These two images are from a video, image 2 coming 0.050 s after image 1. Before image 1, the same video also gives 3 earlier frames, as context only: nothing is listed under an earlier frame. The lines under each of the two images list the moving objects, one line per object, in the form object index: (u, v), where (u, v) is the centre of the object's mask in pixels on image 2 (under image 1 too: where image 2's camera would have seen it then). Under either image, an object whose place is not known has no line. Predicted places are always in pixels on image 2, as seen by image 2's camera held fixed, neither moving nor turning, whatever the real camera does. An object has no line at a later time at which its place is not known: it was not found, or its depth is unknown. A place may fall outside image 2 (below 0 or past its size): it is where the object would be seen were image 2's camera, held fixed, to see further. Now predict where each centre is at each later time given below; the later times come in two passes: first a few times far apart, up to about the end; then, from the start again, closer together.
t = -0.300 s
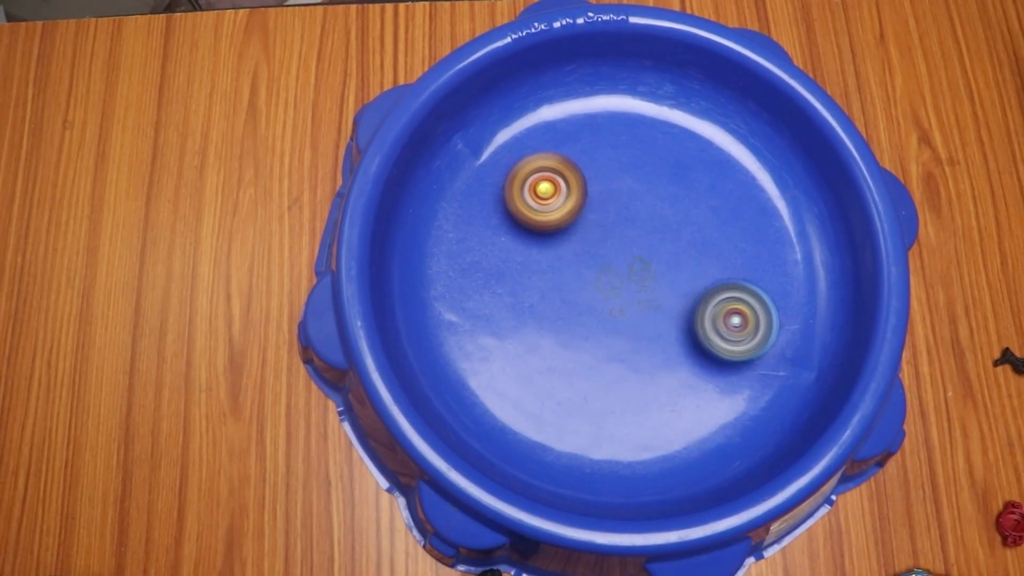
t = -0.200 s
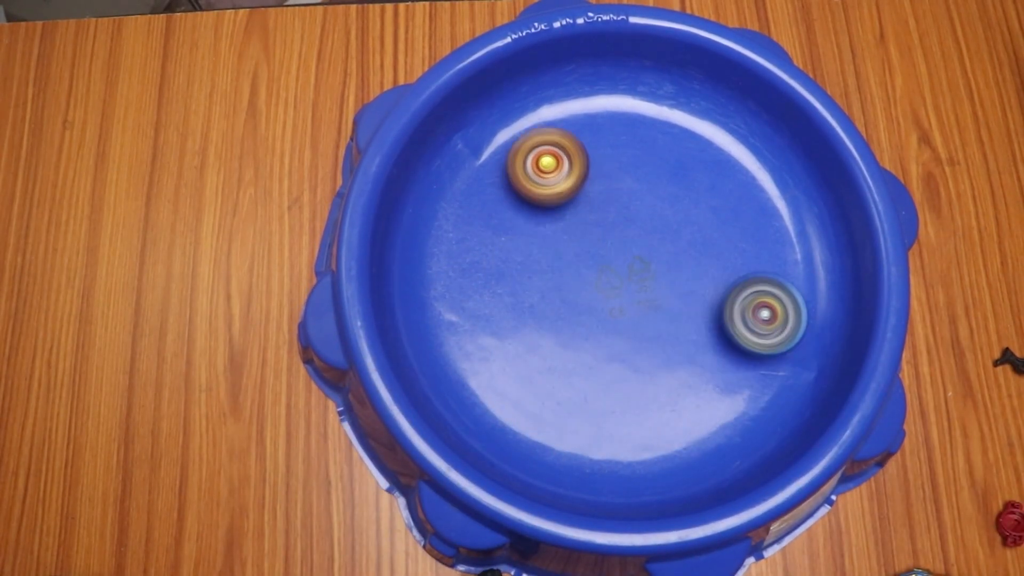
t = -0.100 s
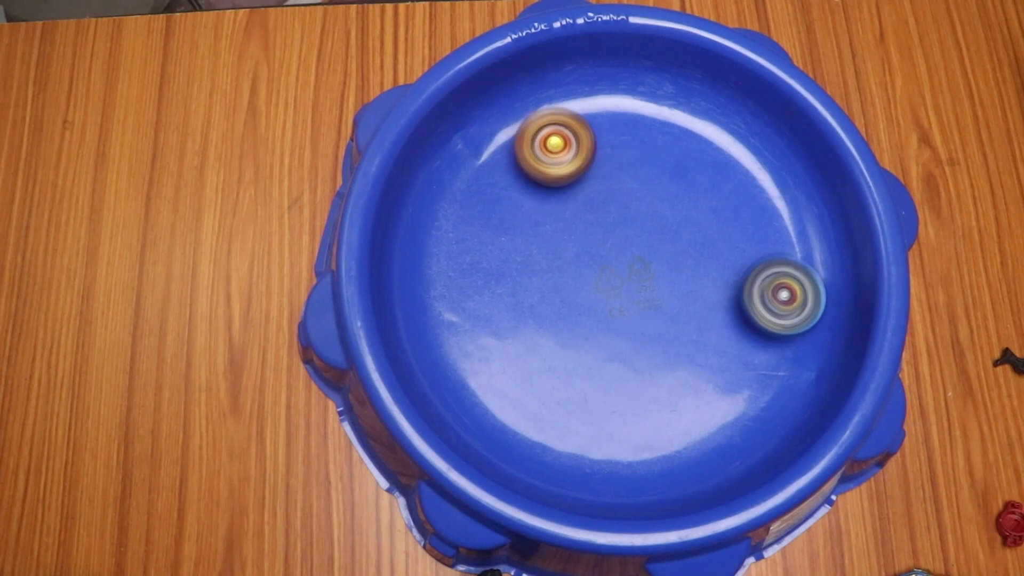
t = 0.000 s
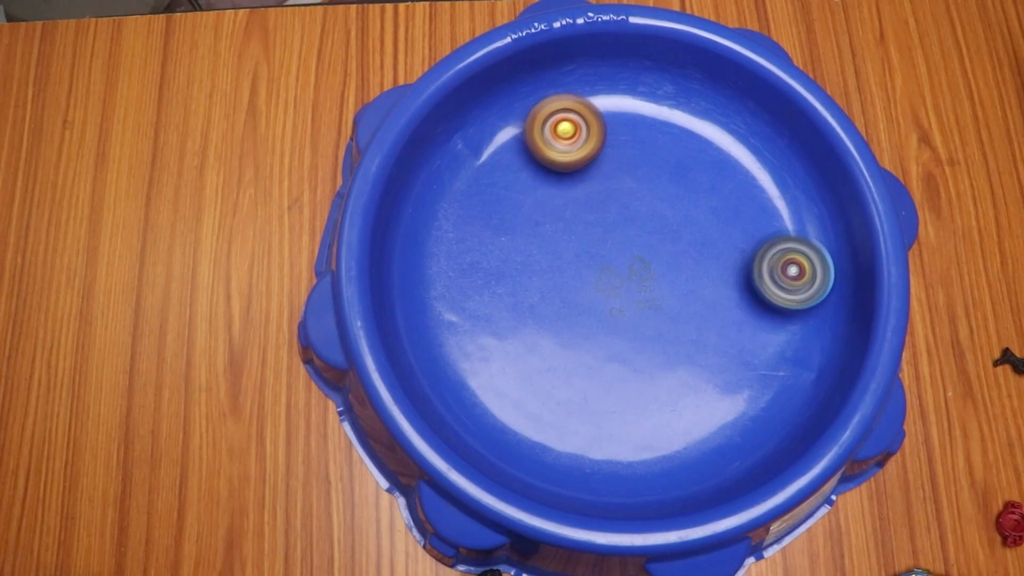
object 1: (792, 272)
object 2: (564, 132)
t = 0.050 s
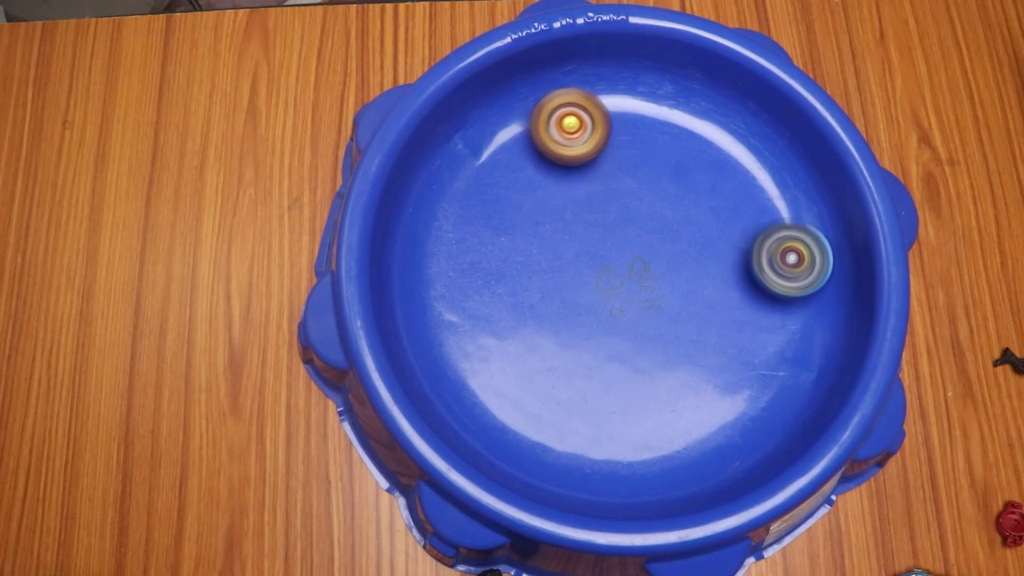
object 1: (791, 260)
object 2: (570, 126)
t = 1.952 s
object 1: (760, 320)
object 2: (576, 297)
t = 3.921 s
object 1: (760, 390)
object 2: (695, 295)
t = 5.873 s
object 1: (496, 377)
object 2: (609, 168)
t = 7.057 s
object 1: (802, 245)
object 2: (571, 137)
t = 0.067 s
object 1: (790, 256)
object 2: (572, 125)
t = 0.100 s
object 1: (785, 249)
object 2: (575, 121)
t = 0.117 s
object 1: (782, 245)
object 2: (577, 120)
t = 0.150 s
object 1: (776, 239)
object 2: (580, 116)
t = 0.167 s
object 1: (772, 237)
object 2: (582, 115)
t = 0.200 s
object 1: (766, 232)
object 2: (586, 112)
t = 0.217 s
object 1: (761, 230)
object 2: (588, 111)
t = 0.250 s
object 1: (753, 226)
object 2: (593, 109)
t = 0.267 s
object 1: (749, 224)
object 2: (596, 107)
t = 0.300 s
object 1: (739, 222)
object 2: (602, 106)
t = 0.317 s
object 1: (734, 221)
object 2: (605, 105)
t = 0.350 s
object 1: (722, 220)
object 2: (609, 106)
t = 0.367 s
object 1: (717, 219)
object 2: (612, 106)
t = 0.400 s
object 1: (705, 219)
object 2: (616, 108)
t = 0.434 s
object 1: (694, 221)
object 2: (620, 110)
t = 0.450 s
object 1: (688, 222)
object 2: (622, 111)
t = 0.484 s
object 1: (676, 224)
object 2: (626, 113)
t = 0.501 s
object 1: (671, 226)
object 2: (628, 115)
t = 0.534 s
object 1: (659, 230)
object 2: (632, 119)
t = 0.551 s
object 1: (653, 232)
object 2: (634, 120)
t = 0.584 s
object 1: (643, 239)
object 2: (637, 125)
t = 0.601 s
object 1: (638, 242)
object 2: (639, 127)
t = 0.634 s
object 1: (628, 251)
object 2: (642, 133)
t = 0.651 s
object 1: (624, 255)
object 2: (644, 136)
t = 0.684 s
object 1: (615, 264)
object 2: (646, 142)
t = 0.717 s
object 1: (607, 274)
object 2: (648, 149)
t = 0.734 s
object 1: (603, 278)
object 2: (649, 152)
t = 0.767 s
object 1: (596, 288)
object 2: (650, 159)
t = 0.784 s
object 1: (593, 294)
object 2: (651, 162)
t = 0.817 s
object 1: (589, 305)
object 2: (652, 170)
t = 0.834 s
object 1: (587, 311)
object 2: (653, 174)
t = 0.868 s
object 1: (584, 323)
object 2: (654, 182)
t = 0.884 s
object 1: (583, 328)
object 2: (655, 185)
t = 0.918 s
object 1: (581, 340)
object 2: (655, 193)
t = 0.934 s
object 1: (581, 346)
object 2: (656, 197)
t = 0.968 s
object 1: (580, 357)
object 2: (657, 205)
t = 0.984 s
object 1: (580, 362)
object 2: (657, 210)
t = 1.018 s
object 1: (581, 373)
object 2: (657, 218)
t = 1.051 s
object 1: (582, 383)
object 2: (657, 227)
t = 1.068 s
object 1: (584, 388)
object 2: (656, 232)
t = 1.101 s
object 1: (586, 396)
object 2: (655, 242)
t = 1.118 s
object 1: (589, 400)
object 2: (654, 246)
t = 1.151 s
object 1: (595, 408)
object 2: (652, 255)
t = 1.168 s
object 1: (598, 411)
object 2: (651, 259)
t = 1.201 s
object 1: (605, 416)
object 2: (648, 269)
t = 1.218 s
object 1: (609, 418)
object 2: (647, 273)
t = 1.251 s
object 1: (618, 421)
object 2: (644, 283)
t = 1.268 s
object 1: (622, 421)
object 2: (642, 287)
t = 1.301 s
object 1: (630, 421)
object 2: (638, 295)
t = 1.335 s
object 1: (637, 421)
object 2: (636, 302)
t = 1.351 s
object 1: (643, 420)
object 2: (634, 306)
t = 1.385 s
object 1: (651, 418)
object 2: (630, 314)
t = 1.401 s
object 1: (654, 417)
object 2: (628, 319)
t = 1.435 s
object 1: (663, 412)
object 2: (624, 325)
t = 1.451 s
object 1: (667, 409)
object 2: (623, 328)
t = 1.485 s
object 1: (678, 412)
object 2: (615, 326)
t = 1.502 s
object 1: (683, 413)
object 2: (611, 325)
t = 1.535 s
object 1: (695, 414)
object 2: (604, 321)
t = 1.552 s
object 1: (700, 414)
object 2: (601, 320)
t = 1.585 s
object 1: (712, 413)
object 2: (596, 318)
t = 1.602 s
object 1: (717, 411)
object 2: (594, 317)
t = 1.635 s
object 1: (727, 407)
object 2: (589, 315)
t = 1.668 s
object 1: (735, 401)
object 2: (586, 313)
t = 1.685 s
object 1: (738, 398)
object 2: (585, 312)
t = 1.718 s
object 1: (745, 391)
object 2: (583, 310)
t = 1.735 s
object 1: (748, 388)
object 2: (582, 309)
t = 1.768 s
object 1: (754, 379)
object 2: (580, 307)
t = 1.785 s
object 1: (756, 374)
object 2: (579, 306)
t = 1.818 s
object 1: (759, 364)
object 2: (578, 304)
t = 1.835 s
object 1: (761, 359)
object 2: (578, 304)
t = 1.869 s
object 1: (764, 349)
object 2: (577, 302)
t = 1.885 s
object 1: (765, 343)
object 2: (576, 301)
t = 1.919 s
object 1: (764, 331)
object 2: (576, 299)
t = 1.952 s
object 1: (760, 320)
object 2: (576, 297)
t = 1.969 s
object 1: (759, 314)
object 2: (575, 296)
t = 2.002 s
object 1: (754, 303)
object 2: (575, 293)
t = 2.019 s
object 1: (751, 298)
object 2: (575, 292)
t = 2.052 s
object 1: (744, 287)
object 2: (576, 289)
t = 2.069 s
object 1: (740, 282)
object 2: (576, 288)
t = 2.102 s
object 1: (733, 273)
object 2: (576, 286)
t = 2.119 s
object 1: (728, 268)
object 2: (577, 284)
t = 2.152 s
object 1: (719, 259)
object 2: (579, 282)
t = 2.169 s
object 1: (714, 255)
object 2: (579, 281)
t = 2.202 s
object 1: (703, 246)
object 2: (581, 278)
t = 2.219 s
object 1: (698, 242)
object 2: (582, 277)
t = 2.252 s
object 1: (687, 235)
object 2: (585, 275)
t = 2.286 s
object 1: (675, 227)
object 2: (586, 273)
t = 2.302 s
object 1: (669, 224)
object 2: (588, 272)
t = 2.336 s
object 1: (660, 218)
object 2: (586, 273)
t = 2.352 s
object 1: (668, 209)
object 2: (571, 281)
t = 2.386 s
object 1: (681, 190)
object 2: (544, 295)
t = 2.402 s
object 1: (684, 182)
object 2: (531, 301)
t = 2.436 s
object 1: (692, 166)
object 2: (509, 311)
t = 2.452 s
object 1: (694, 159)
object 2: (501, 315)
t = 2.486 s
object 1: (701, 142)
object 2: (485, 323)
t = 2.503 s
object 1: (704, 134)
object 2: (478, 325)
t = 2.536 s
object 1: (707, 119)
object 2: (466, 328)
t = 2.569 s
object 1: (693, 120)
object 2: (456, 330)
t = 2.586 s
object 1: (685, 126)
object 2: (450, 330)
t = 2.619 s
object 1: (669, 135)
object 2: (443, 329)
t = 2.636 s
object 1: (666, 137)
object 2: (441, 327)
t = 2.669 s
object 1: (659, 144)
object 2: (443, 321)
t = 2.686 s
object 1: (657, 147)
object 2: (445, 318)
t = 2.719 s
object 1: (652, 156)
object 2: (449, 309)
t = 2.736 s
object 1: (650, 160)
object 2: (452, 305)
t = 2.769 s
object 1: (641, 171)
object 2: (454, 299)
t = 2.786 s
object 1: (638, 176)
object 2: (455, 296)
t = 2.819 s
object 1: (631, 187)
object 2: (458, 292)
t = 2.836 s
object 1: (627, 194)
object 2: (458, 291)
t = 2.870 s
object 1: (622, 207)
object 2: (459, 290)
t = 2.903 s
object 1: (616, 220)
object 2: (462, 292)
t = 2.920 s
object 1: (614, 227)
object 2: (463, 293)
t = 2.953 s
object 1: (611, 241)
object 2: (470, 296)
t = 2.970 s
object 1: (611, 247)
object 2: (473, 297)
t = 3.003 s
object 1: (609, 262)
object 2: (481, 299)
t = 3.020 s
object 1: (609, 268)
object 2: (485, 299)
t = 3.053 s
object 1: (608, 282)
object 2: (493, 301)
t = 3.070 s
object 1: (608, 289)
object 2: (497, 302)
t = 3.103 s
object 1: (609, 303)
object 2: (505, 303)
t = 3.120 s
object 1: (609, 310)
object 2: (509, 304)
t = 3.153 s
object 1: (611, 323)
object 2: (517, 306)
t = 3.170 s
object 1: (612, 331)
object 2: (521, 307)
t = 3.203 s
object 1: (615, 346)
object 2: (529, 309)
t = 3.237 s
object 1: (618, 360)
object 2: (537, 312)
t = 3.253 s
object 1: (620, 368)
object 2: (541, 313)
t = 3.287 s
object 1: (624, 381)
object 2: (551, 315)
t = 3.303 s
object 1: (627, 388)
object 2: (555, 317)
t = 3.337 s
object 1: (633, 399)
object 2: (564, 319)
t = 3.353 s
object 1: (637, 404)
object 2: (569, 319)
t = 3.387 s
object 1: (645, 412)
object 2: (579, 321)
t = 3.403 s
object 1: (649, 415)
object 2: (584, 322)
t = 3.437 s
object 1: (656, 421)
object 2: (594, 322)
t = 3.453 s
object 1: (660, 423)
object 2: (599, 323)
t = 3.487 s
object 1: (668, 426)
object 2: (608, 323)
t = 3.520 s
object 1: (676, 429)
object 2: (618, 324)
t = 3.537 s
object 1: (679, 430)
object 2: (623, 325)
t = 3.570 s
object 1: (690, 433)
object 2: (632, 326)
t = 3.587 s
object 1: (694, 433)
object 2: (636, 327)
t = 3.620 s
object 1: (704, 432)
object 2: (644, 328)
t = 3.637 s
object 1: (709, 429)
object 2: (649, 329)
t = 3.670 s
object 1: (716, 425)
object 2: (658, 330)
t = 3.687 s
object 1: (721, 421)
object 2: (662, 330)
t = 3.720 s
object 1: (726, 414)
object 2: (671, 330)
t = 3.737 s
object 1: (729, 411)
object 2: (675, 330)
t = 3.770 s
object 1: (731, 404)
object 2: (682, 328)
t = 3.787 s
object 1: (735, 404)
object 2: (683, 323)
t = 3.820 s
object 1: (743, 403)
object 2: (684, 314)
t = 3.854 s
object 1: (750, 401)
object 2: (687, 307)
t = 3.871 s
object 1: (752, 398)
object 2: (688, 304)
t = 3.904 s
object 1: (758, 393)
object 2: (692, 298)
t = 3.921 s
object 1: (760, 390)
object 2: (695, 295)
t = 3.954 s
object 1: (764, 382)
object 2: (699, 289)
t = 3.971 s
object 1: (765, 378)
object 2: (701, 286)
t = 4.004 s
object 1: (766, 372)
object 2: (706, 282)
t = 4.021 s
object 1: (766, 368)
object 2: (708, 279)
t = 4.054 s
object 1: (765, 363)
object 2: (713, 274)
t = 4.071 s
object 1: (765, 359)
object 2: (715, 272)
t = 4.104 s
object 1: (763, 354)
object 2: (720, 267)
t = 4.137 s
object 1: (760, 347)
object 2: (725, 262)
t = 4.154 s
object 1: (757, 345)
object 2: (727, 259)
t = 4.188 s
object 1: (754, 338)
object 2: (731, 254)
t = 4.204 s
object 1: (751, 336)
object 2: (732, 249)
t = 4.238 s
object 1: (745, 334)
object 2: (735, 242)
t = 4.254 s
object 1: (741, 332)
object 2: (735, 238)
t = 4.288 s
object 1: (734, 330)
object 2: (736, 230)
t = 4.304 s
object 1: (730, 328)
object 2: (737, 228)
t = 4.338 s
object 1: (721, 325)
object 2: (737, 222)
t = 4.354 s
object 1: (716, 323)
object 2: (738, 220)
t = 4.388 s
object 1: (707, 320)
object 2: (737, 214)
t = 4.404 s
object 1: (701, 318)
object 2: (738, 211)
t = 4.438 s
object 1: (693, 316)
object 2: (737, 206)
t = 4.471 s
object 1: (684, 315)
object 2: (736, 201)
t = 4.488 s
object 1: (680, 314)
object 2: (735, 199)
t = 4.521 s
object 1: (671, 313)
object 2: (732, 194)
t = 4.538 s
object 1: (666, 311)
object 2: (731, 192)
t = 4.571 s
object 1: (657, 310)
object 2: (727, 189)
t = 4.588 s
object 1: (653, 309)
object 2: (726, 188)
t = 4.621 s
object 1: (644, 308)
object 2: (723, 186)
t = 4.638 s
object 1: (639, 307)
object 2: (722, 184)
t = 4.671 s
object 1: (631, 307)
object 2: (720, 182)
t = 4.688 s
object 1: (626, 307)
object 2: (719, 180)
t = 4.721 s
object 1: (619, 307)
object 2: (716, 177)
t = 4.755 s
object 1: (610, 307)
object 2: (710, 174)
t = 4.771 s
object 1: (607, 307)
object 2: (708, 173)
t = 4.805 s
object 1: (598, 307)
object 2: (701, 172)
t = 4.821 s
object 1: (595, 307)
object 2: (698, 172)
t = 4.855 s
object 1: (587, 307)
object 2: (693, 173)
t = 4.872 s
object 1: (584, 307)
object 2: (690, 173)
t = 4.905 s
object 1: (577, 307)
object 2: (686, 174)
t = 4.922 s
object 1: (574, 306)
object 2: (684, 174)
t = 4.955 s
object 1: (567, 304)
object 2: (680, 175)
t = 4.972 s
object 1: (564, 303)
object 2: (677, 174)
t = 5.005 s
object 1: (557, 302)
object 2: (672, 175)
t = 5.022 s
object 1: (555, 300)
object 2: (668, 175)
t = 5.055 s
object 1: (549, 299)
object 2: (663, 176)
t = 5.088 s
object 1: (544, 297)
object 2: (657, 178)
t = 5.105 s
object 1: (543, 296)
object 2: (654, 180)
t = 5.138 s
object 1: (538, 294)
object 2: (649, 182)
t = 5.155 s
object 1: (538, 294)
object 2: (647, 184)
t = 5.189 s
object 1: (534, 292)
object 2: (642, 186)
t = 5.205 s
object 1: (534, 291)
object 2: (640, 187)
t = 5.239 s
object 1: (532, 289)
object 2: (635, 189)
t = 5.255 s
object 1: (530, 287)
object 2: (632, 189)
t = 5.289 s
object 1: (528, 284)
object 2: (626, 191)
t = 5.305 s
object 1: (526, 282)
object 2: (622, 191)
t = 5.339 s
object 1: (524, 280)
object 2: (616, 194)
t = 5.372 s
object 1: (521, 279)
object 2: (609, 196)
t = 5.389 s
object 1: (520, 277)
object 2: (607, 198)
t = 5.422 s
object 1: (520, 277)
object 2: (600, 201)
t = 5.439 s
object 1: (519, 277)
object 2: (598, 203)
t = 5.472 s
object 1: (521, 277)
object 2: (593, 205)
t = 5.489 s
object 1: (521, 276)
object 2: (590, 206)
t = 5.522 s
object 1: (525, 274)
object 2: (584, 208)
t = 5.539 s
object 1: (525, 273)
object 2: (582, 209)
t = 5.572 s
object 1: (517, 283)
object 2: (585, 197)
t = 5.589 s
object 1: (513, 290)
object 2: (588, 191)
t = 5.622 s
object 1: (506, 302)
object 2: (594, 180)
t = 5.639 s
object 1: (503, 308)
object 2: (596, 177)
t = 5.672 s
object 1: (499, 319)
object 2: (599, 173)
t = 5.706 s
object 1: (495, 329)
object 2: (601, 172)
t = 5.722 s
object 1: (494, 335)
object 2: (602, 172)
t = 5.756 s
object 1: (492, 344)
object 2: (604, 170)
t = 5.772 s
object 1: (492, 349)
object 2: (605, 170)
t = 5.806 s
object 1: (492, 359)
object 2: (606, 169)
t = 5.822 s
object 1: (493, 364)
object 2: (607, 169)
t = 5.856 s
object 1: (494, 374)
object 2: (608, 168)
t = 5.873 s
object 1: (496, 377)
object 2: (609, 168)
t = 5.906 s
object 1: (499, 387)
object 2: (611, 167)
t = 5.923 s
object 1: (501, 391)
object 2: (611, 167)
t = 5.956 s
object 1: (506, 399)
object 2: (613, 166)
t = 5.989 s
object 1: (511, 406)
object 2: (613, 165)
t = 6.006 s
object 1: (514, 408)
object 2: (614, 165)
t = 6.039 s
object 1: (522, 415)
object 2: (615, 164)
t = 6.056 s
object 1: (525, 417)
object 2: (615, 165)
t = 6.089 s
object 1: (534, 420)
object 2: (616, 164)
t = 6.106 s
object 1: (538, 423)
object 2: (617, 164)
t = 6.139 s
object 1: (548, 425)
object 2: (618, 163)
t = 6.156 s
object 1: (553, 426)
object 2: (618, 163)
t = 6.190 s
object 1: (563, 425)
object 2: (620, 163)
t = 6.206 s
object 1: (569, 424)
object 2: (620, 163)
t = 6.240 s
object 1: (580, 423)
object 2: (621, 162)
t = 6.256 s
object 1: (585, 421)
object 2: (621, 162)
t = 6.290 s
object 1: (595, 418)
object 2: (623, 162)
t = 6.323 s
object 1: (606, 413)
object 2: (624, 162)
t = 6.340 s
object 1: (610, 410)
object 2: (624, 162)
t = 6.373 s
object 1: (620, 404)
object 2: (625, 161)
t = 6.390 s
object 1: (624, 401)
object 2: (625, 162)
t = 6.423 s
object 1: (633, 392)
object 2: (627, 162)
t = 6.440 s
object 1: (638, 389)
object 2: (627, 162)
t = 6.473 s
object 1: (646, 381)
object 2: (628, 162)
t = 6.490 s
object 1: (650, 375)
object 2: (628, 162)
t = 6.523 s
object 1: (659, 367)
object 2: (629, 163)
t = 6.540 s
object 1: (662, 361)
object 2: (630, 163)
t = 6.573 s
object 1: (669, 352)
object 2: (631, 164)
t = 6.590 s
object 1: (672, 347)
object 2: (631, 164)
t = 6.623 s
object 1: (678, 335)
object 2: (633, 165)
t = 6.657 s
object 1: (685, 325)
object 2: (634, 166)
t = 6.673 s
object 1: (688, 320)
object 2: (634, 166)
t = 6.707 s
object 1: (692, 309)
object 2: (636, 168)
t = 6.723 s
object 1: (695, 304)
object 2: (636, 168)
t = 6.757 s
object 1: (700, 292)
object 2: (637, 169)
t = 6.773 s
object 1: (702, 287)
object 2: (638, 169)
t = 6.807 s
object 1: (706, 276)
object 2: (639, 170)
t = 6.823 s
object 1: (707, 270)
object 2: (640, 171)
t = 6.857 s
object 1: (710, 260)
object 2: (640, 172)
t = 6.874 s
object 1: (711, 255)
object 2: (642, 173)
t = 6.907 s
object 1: (713, 245)
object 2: (642, 175)
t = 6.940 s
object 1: (715, 234)
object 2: (644, 177)
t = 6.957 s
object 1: (716, 229)
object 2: (645, 177)
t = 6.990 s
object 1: (735, 229)
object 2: (628, 169)
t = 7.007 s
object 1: (753, 234)
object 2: (612, 159)
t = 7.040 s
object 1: (787, 243)
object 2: (584, 144)
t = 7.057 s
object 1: (802, 245)
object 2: (571, 137)
